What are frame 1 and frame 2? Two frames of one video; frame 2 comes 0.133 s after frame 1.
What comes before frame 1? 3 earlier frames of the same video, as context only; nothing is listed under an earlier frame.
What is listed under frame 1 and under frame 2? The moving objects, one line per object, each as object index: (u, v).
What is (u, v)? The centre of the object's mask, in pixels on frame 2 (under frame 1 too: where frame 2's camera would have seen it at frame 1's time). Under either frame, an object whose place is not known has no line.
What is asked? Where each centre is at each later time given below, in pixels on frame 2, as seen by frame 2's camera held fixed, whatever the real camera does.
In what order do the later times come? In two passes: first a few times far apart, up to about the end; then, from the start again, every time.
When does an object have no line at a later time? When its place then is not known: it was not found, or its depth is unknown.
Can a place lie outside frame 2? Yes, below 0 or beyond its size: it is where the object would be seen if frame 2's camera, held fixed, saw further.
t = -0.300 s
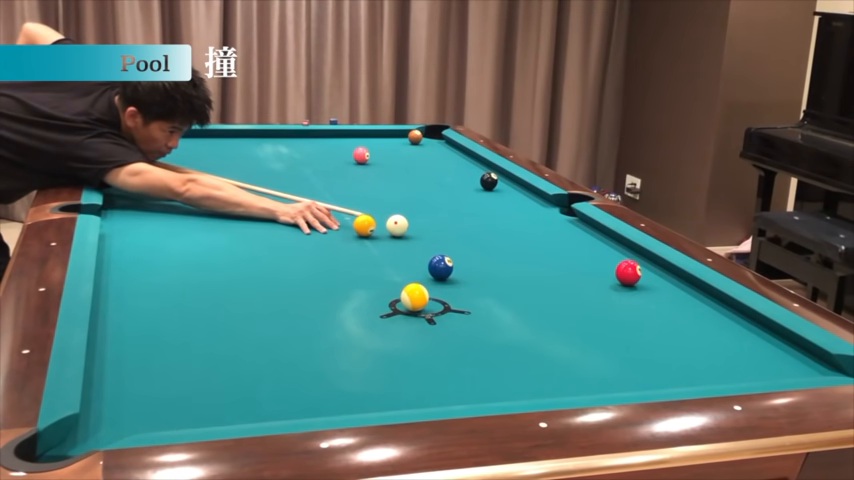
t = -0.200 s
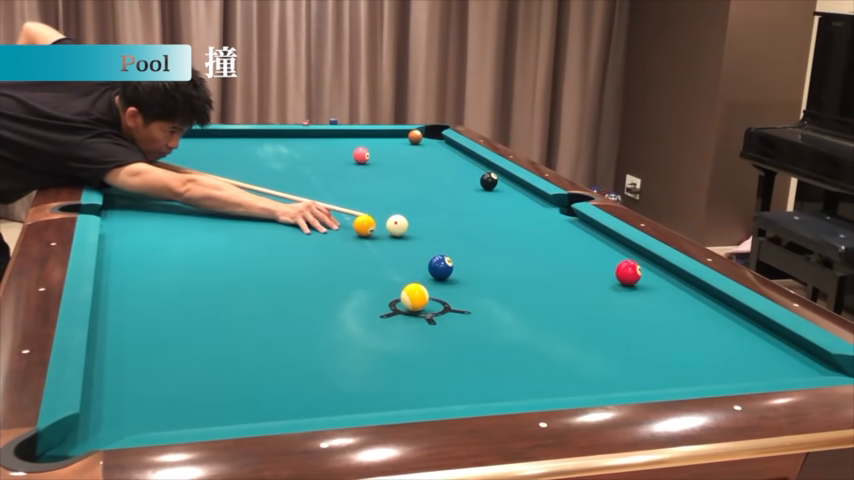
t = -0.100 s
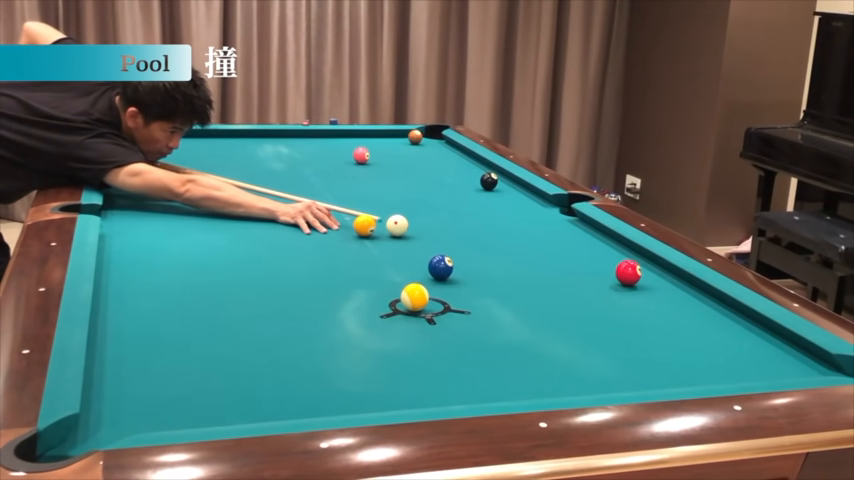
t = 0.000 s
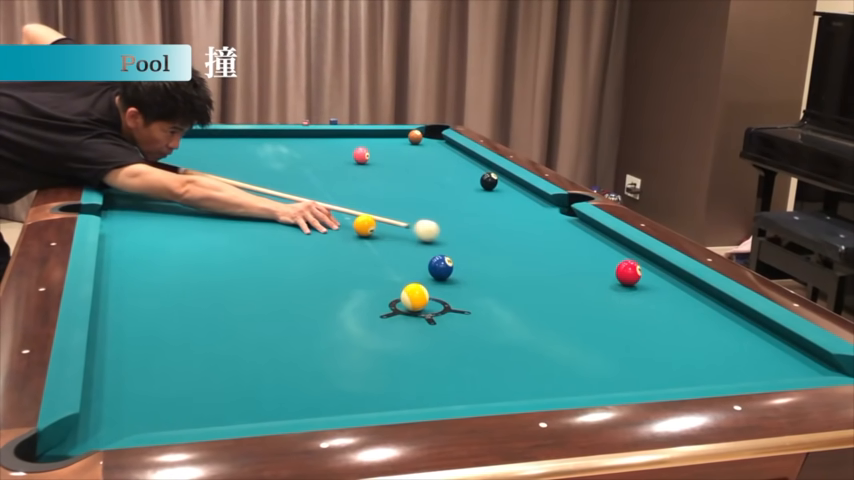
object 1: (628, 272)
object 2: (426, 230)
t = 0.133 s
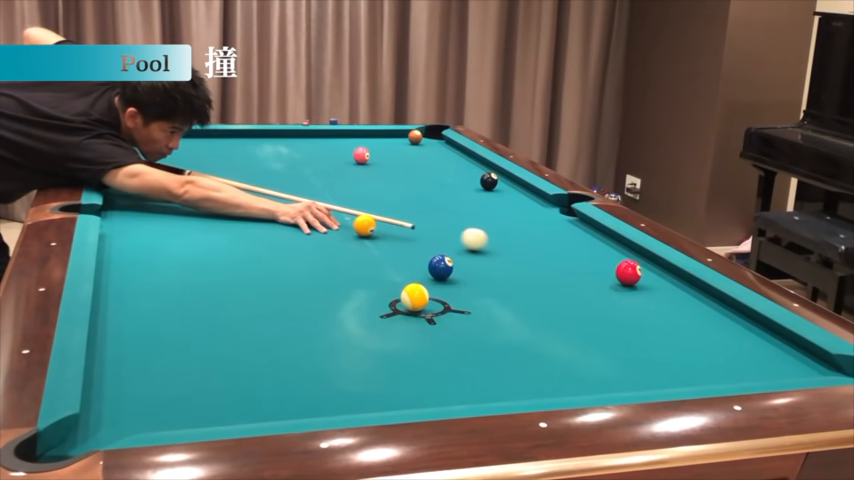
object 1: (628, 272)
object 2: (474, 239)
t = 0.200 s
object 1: (628, 272)
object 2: (498, 243)
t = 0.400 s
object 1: (628, 272)
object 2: (574, 257)
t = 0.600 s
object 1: (647, 281)
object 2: (638, 262)
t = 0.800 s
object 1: (675, 294)
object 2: (645, 268)
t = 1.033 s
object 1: (711, 310)
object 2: (619, 271)
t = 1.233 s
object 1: (743, 325)
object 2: (598, 274)
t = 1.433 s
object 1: (776, 341)
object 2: (577, 277)
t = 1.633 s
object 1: (811, 357)
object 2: (556, 280)
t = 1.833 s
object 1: (842, 366)
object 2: (536, 283)
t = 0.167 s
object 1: (628, 272)
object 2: (486, 241)
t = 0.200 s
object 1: (628, 272)
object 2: (498, 243)
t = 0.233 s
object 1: (628, 272)
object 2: (511, 246)
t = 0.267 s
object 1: (628, 272)
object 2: (523, 248)
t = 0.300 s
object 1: (628, 272)
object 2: (536, 250)
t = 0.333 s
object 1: (628, 272)
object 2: (549, 253)
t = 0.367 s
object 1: (628, 272)
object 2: (562, 255)
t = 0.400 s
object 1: (628, 272)
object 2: (574, 257)
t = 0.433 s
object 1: (628, 272)
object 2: (588, 260)
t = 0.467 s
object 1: (628, 272)
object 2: (601, 262)
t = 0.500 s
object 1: (629, 273)
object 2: (612, 263)
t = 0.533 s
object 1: (635, 276)
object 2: (620, 263)
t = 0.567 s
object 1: (641, 278)
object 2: (629, 262)
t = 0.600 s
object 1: (647, 281)
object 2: (638, 262)
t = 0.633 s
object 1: (651, 283)
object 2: (647, 263)
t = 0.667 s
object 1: (656, 285)
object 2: (656, 263)
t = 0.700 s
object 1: (661, 287)
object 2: (657, 265)
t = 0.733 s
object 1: (665, 290)
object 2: (652, 266)
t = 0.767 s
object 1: (670, 292)
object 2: (648, 267)
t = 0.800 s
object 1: (675, 294)
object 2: (645, 268)
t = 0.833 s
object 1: (680, 296)
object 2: (641, 268)
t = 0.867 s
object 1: (685, 299)
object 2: (637, 268)
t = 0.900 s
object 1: (690, 301)
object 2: (634, 269)
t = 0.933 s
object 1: (695, 303)
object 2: (630, 269)
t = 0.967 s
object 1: (701, 306)
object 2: (626, 270)
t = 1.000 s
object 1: (706, 308)
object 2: (623, 271)
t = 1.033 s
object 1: (711, 310)
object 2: (619, 271)
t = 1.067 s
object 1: (716, 313)
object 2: (616, 271)
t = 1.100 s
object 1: (721, 315)
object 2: (612, 272)
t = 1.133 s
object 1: (726, 318)
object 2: (608, 273)
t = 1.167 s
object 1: (732, 320)
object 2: (605, 273)
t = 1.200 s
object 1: (737, 323)
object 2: (601, 274)
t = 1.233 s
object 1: (743, 325)
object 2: (598, 274)
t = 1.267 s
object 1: (748, 328)
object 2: (594, 275)
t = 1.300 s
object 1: (754, 330)
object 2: (590, 275)
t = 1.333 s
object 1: (759, 333)
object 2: (587, 276)
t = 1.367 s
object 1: (765, 335)
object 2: (583, 276)
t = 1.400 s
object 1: (771, 338)
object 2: (580, 277)
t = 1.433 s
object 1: (776, 341)
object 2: (577, 277)
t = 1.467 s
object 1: (782, 343)
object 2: (573, 278)
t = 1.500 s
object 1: (788, 346)
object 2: (570, 278)
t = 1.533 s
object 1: (793, 349)
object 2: (566, 279)
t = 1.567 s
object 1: (799, 351)
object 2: (563, 279)
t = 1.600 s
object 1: (805, 354)
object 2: (559, 280)
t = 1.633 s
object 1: (811, 357)
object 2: (556, 280)
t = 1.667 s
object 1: (817, 359)
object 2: (553, 280)
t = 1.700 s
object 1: (823, 361)
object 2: (550, 281)
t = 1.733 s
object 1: (829, 363)
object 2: (546, 281)
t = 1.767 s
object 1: (835, 364)
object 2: (543, 282)
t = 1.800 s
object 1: (839, 365)
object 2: (540, 282)
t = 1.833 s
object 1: (842, 366)
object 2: (536, 283)
